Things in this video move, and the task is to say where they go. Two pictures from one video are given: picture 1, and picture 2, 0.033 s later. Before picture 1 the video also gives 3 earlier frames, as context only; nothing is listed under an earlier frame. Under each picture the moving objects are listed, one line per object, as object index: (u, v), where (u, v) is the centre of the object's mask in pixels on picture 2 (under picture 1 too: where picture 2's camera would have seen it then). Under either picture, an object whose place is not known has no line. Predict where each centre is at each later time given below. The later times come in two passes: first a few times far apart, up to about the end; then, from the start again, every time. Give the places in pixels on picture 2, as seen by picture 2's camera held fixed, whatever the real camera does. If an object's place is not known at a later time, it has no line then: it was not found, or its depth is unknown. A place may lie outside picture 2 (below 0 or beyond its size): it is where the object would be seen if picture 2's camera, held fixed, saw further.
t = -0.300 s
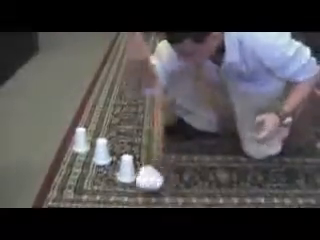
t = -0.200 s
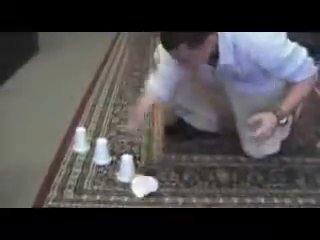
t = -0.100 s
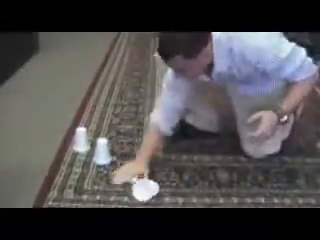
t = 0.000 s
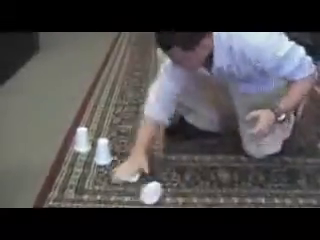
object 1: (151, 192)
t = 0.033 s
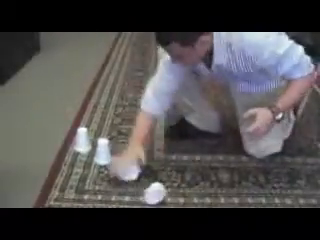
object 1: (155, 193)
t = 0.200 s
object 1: (176, 194)
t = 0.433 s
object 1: (196, 188)
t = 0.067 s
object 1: (158, 193)
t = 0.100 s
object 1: (163, 194)
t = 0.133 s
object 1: (166, 194)
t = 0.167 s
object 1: (171, 194)
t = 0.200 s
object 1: (176, 194)
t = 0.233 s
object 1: (180, 194)
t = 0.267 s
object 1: (185, 194)
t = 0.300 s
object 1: (189, 193)
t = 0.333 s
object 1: (193, 192)
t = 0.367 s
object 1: (195, 190)
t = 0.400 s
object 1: (196, 189)
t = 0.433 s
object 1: (196, 188)
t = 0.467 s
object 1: (196, 186)
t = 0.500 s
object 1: (198, 184)
